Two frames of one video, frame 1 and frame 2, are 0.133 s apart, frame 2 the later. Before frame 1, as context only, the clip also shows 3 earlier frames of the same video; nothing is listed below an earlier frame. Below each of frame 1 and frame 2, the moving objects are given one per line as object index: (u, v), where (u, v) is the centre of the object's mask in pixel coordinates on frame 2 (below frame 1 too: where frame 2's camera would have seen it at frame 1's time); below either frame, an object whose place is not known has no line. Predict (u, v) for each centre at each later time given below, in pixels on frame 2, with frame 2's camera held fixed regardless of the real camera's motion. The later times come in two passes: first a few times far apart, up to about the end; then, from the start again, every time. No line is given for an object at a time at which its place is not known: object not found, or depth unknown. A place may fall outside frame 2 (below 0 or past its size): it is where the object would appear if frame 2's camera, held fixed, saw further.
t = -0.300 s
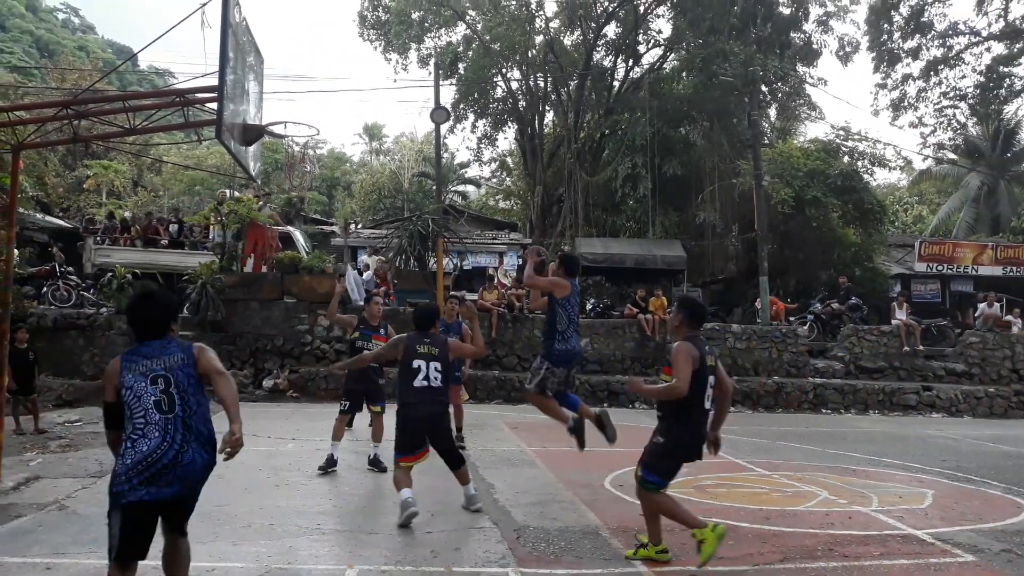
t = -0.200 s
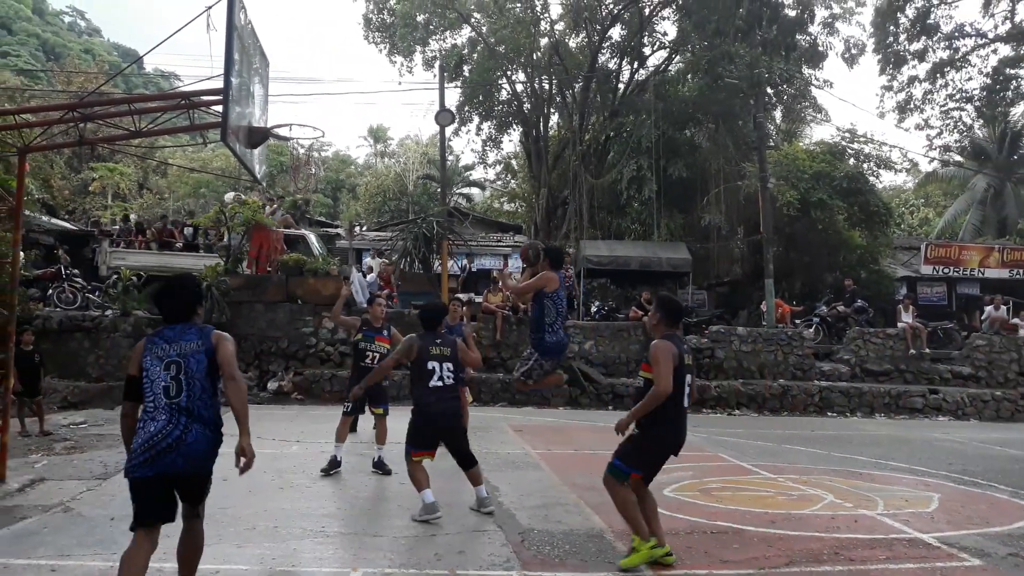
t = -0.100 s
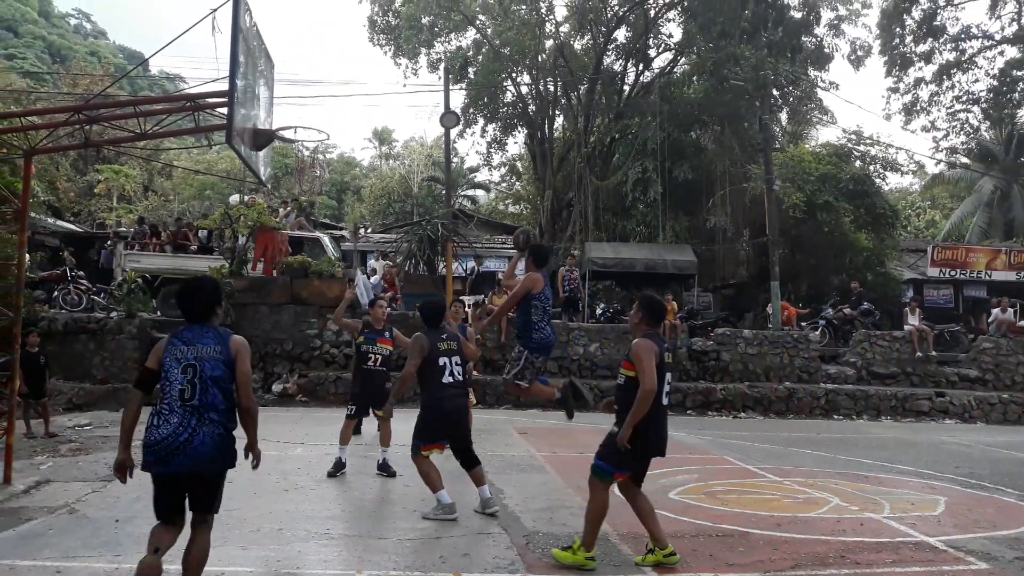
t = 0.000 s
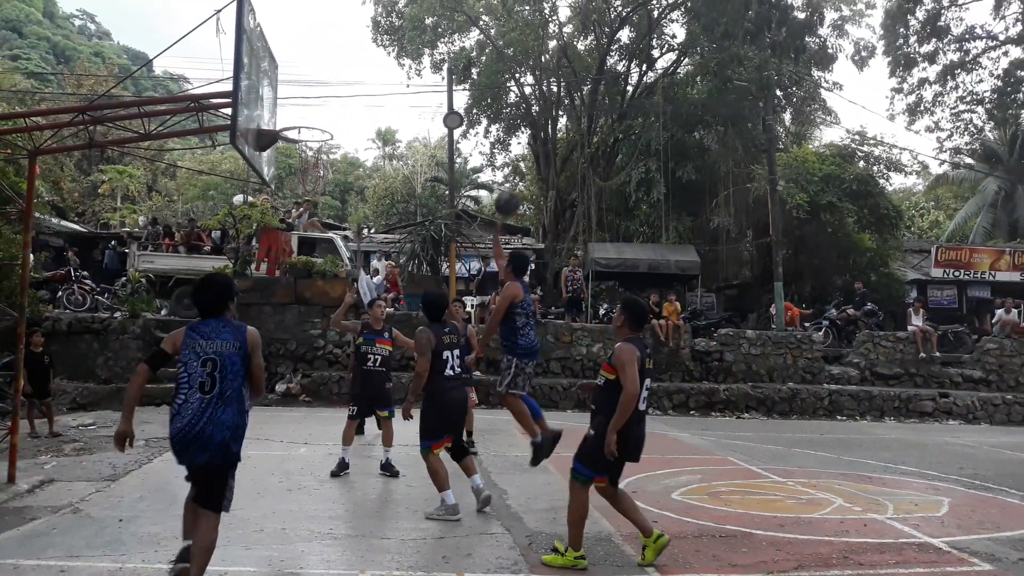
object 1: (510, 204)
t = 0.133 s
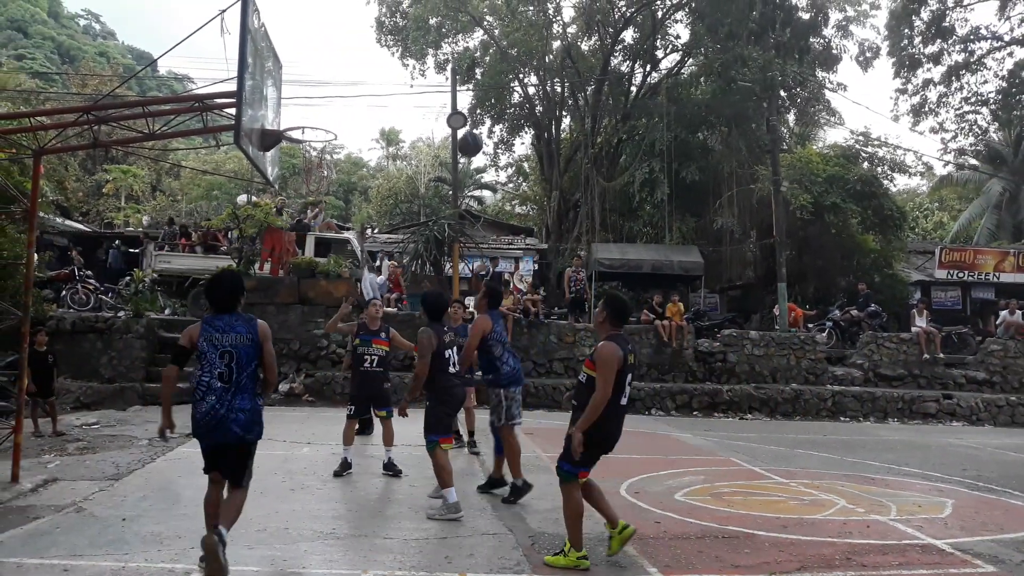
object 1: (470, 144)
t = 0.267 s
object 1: (428, 103)
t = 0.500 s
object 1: (352, 75)
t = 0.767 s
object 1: (283, 116)
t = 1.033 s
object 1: (339, 85)
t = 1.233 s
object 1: (380, 113)
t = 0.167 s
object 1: (458, 129)
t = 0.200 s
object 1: (448, 122)
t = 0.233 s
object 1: (439, 112)
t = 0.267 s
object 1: (428, 103)
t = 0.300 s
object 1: (418, 95)
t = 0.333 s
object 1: (407, 89)
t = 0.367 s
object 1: (396, 84)
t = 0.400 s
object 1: (385, 80)
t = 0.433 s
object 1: (375, 77)
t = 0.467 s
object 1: (363, 75)
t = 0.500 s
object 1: (352, 75)
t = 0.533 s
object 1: (341, 76)
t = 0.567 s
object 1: (330, 78)
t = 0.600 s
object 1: (319, 81)
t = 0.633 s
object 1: (307, 86)
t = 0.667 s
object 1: (296, 92)
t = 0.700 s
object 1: (284, 99)
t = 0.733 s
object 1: (276, 107)
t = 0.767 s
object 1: (283, 116)
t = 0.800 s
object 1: (290, 108)
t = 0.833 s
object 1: (297, 101)
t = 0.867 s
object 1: (305, 96)
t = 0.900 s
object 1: (312, 91)
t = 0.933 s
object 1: (319, 88)
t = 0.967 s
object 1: (325, 86)
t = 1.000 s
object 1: (332, 85)
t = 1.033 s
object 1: (339, 85)
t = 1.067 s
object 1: (346, 86)
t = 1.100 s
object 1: (353, 89)
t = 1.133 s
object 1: (359, 93)
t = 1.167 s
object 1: (366, 98)
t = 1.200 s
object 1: (373, 105)
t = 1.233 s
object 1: (380, 113)
